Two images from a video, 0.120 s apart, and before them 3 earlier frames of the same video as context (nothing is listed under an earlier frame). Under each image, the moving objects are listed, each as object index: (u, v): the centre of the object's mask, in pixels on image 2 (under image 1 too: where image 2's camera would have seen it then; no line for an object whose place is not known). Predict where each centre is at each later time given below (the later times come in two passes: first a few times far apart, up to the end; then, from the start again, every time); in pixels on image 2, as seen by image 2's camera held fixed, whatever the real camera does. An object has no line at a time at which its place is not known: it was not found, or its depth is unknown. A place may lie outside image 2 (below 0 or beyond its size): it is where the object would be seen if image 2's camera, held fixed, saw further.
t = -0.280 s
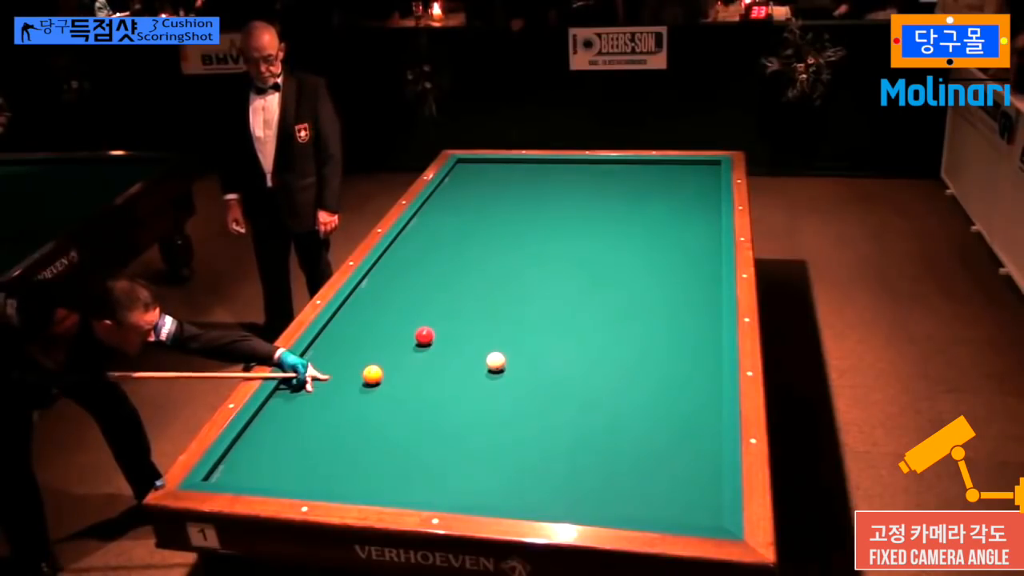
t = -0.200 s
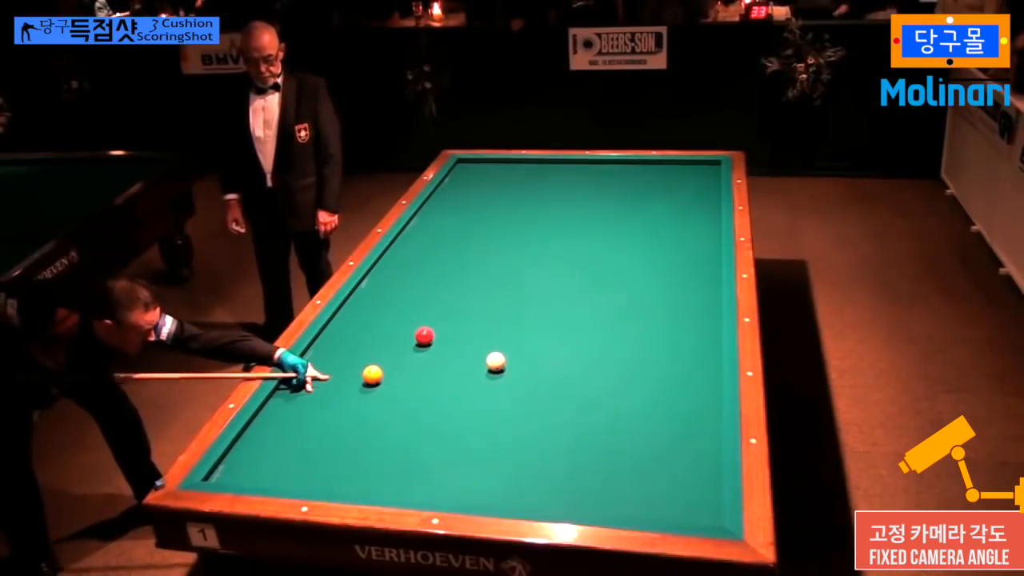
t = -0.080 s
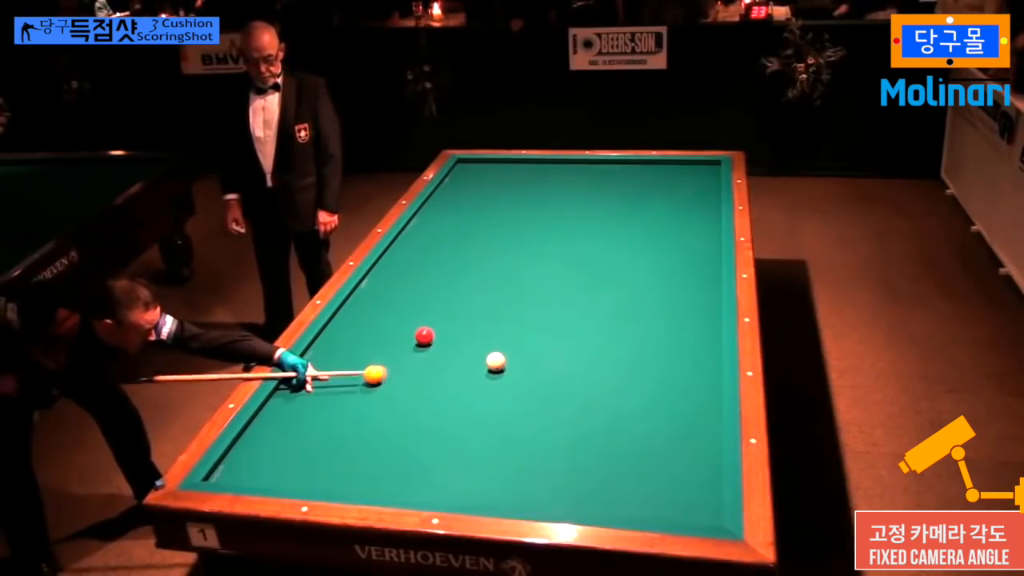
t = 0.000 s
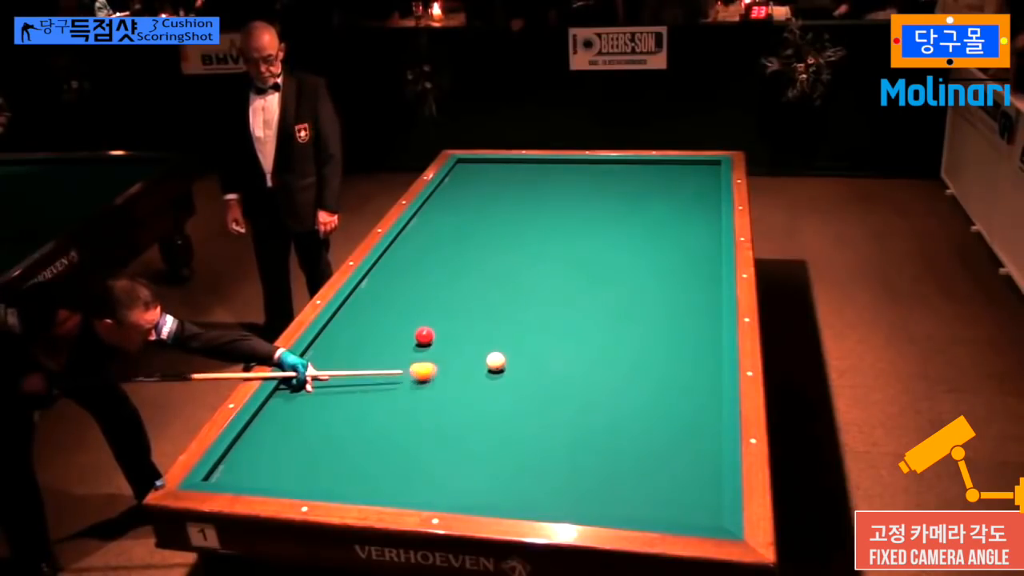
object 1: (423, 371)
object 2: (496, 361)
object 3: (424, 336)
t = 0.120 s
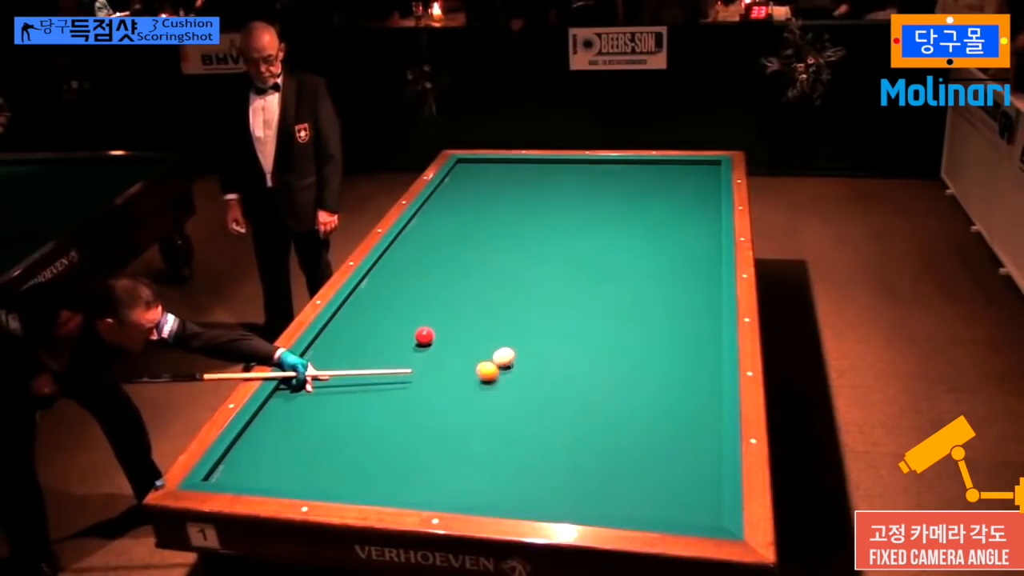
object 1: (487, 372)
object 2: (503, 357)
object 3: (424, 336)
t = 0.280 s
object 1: (536, 392)
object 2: (550, 335)
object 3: (424, 336)
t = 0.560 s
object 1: (645, 425)
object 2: (608, 308)
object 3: (424, 336)
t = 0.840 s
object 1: (670, 457)
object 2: (659, 285)
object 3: (424, 336)
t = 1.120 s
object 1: (592, 488)
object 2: (704, 264)
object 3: (424, 336)
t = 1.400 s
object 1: (522, 489)
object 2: (697, 247)
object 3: (424, 336)
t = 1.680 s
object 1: (469, 466)
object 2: (678, 233)
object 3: (424, 336)
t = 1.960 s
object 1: (421, 443)
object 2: (661, 220)
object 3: (424, 336)
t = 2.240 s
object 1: (378, 422)
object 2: (645, 208)
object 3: (424, 336)
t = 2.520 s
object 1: (339, 404)
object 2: (630, 198)
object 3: (424, 336)
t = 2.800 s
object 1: (304, 387)
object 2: (616, 188)
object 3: (424, 336)
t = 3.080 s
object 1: (309, 373)
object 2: (604, 179)
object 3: (424, 336)
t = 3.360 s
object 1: (342, 360)
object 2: (592, 171)
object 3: (424, 336)
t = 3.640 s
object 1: (374, 348)
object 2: (582, 164)
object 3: (424, 336)
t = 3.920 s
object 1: (404, 337)
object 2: (570, 164)
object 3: (425, 336)
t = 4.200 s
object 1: (417, 327)
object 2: (557, 168)
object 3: (437, 336)
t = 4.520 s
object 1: (429, 317)
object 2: (542, 172)
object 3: (452, 335)
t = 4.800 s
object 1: (439, 309)
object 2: (529, 176)
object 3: (464, 335)
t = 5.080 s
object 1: (449, 301)
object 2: (517, 179)
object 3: (476, 335)
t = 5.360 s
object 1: (457, 294)
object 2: (505, 183)
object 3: (486, 335)
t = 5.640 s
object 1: (465, 288)
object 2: (493, 187)
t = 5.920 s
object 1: (472, 282)
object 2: (483, 190)
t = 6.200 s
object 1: (479, 272)
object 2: (472, 193)
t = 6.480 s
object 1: (484, 272)
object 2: (462, 196)
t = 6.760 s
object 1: (490, 268)
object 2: (453, 199)
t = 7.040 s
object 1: (494, 264)
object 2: (444, 202)
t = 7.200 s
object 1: (496, 262)
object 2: (439, 204)
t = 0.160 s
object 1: (498, 377)
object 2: (517, 351)
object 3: (424, 336)
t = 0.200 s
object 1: (510, 382)
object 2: (529, 345)
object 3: (424, 336)
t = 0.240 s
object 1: (522, 387)
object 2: (540, 340)
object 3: (424, 336)
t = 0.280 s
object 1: (536, 392)
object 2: (550, 335)
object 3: (424, 336)
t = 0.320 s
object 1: (550, 397)
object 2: (560, 330)
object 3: (424, 336)
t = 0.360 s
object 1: (565, 401)
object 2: (569, 326)
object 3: (424, 336)
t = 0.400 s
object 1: (580, 405)
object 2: (577, 323)
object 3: (424, 336)
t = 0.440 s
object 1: (596, 410)
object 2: (585, 319)
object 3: (424, 336)
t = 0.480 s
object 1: (612, 415)
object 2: (593, 315)
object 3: (424, 336)
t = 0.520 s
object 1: (628, 420)
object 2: (600, 312)
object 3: (424, 336)
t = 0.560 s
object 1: (645, 425)
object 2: (608, 308)
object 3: (424, 336)
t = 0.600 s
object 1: (661, 429)
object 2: (616, 304)
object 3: (424, 336)
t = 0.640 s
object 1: (678, 434)
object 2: (623, 301)
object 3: (424, 336)
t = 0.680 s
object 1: (695, 440)
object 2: (630, 298)
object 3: (424, 336)
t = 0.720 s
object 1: (710, 444)
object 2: (638, 294)
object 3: (424, 336)
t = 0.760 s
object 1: (698, 449)
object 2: (645, 291)
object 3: (424, 336)
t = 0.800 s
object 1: (684, 453)
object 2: (652, 288)
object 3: (424, 336)
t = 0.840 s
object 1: (670, 457)
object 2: (659, 285)
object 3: (424, 336)
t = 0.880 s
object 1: (658, 461)
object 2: (666, 281)
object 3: (424, 336)
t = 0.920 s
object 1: (647, 466)
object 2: (672, 278)
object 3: (424, 336)
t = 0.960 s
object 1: (636, 470)
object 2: (679, 275)
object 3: (424, 336)
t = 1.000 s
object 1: (625, 474)
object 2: (685, 272)
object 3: (424, 336)
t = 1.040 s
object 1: (614, 479)
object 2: (692, 269)
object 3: (424, 336)
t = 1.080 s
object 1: (603, 483)
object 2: (698, 267)
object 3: (424, 336)
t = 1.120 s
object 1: (592, 488)
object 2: (704, 264)
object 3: (424, 336)
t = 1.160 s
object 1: (580, 492)
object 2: (710, 261)
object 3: (424, 336)
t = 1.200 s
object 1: (569, 497)
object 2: (714, 258)
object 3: (424, 336)
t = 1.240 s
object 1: (557, 500)
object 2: (710, 256)
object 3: (424, 336)
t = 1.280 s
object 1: (546, 502)
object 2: (706, 254)
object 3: (424, 336)
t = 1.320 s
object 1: (538, 498)
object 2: (703, 251)
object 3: (424, 336)
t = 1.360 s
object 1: (530, 494)
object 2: (700, 249)
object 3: (424, 336)
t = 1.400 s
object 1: (522, 489)
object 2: (697, 247)
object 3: (424, 336)
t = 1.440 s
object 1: (514, 487)
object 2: (694, 245)
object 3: (424, 336)
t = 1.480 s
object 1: (506, 483)
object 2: (691, 243)
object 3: (424, 336)
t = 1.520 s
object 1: (498, 479)
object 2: (689, 241)
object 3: (424, 336)
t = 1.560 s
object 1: (491, 476)
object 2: (686, 239)
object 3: (424, 336)
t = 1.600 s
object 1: (483, 472)
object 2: (683, 237)
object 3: (424, 336)
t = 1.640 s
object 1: (476, 468)
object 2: (681, 235)
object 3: (424, 336)
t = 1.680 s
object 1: (469, 466)
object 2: (678, 233)
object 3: (424, 336)
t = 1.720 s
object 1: (462, 462)
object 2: (676, 231)
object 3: (424, 336)
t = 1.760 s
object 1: (455, 459)
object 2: (673, 229)
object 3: (424, 336)
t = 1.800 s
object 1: (448, 455)
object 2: (670, 227)
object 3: (424, 336)
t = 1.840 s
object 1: (441, 452)
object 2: (668, 225)
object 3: (424, 336)
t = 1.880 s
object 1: (434, 449)
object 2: (665, 224)
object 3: (424, 336)
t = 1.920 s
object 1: (428, 446)
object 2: (663, 222)
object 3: (424, 336)
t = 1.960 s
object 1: (421, 443)
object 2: (661, 220)
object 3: (424, 336)
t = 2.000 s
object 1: (415, 440)
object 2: (658, 218)
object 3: (424, 336)
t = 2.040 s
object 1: (408, 437)
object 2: (656, 217)
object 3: (424, 336)
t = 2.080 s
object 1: (402, 434)
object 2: (654, 215)
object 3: (424, 336)
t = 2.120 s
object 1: (396, 431)
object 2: (651, 213)
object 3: (424, 336)
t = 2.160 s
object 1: (390, 428)
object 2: (649, 212)
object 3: (424, 336)
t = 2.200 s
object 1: (384, 425)
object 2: (647, 210)
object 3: (424, 336)
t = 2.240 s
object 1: (378, 422)
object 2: (645, 208)
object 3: (424, 336)
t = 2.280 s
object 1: (372, 420)
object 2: (643, 207)
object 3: (424, 336)
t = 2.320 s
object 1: (367, 417)
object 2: (640, 205)
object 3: (424, 336)
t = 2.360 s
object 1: (361, 414)
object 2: (638, 204)
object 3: (424, 336)
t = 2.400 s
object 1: (355, 412)
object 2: (636, 202)
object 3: (424, 336)
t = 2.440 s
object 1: (350, 409)
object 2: (634, 201)
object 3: (424, 336)
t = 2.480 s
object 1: (344, 407)
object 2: (632, 199)
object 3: (424, 336)
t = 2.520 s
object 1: (339, 404)
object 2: (630, 198)
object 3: (424, 336)
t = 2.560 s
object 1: (334, 401)
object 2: (628, 196)
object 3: (424, 336)
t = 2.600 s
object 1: (329, 399)
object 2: (626, 195)
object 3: (424, 336)
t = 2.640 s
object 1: (324, 397)
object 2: (624, 194)
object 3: (424, 336)
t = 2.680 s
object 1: (319, 394)
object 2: (622, 192)
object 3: (424, 336)
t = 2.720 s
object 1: (314, 392)
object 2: (620, 191)
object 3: (424, 336)
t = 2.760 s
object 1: (309, 390)
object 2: (618, 190)
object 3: (424, 336)
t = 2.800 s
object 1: (304, 387)
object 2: (616, 188)
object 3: (424, 336)
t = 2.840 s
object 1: (300, 385)
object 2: (615, 187)
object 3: (424, 336)
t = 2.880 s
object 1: (295, 383)
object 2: (613, 186)
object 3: (424, 336)
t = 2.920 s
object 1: (291, 380)
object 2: (611, 184)
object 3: (424, 336)
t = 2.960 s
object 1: (293, 379)
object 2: (609, 183)
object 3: (424, 336)
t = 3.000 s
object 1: (299, 376)
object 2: (607, 182)
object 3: (424, 336)
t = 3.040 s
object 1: (304, 374)
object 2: (606, 181)
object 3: (424, 336)
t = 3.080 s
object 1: (309, 373)
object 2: (604, 179)
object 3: (424, 336)
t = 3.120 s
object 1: (314, 371)
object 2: (602, 178)
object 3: (424, 336)
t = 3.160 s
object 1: (319, 369)
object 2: (601, 177)
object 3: (424, 336)
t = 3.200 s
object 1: (323, 367)
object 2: (599, 176)
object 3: (424, 336)
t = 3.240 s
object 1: (328, 365)
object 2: (597, 175)
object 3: (424, 336)
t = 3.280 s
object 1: (333, 363)
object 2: (596, 174)
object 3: (424, 336)
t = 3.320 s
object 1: (338, 361)
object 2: (594, 172)
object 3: (424, 336)
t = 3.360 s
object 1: (342, 360)
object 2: (592, 171)
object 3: (424, 336)
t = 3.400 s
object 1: (347, 358)
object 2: (591, 170)
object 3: (424, 336)
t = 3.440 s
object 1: (352, 356)
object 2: (589, 169)
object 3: (424, 336)
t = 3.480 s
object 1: (356, 355)
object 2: (588, 168)
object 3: (424, 336)
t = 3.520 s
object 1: (361, 353)
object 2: (587, 167)
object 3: (424, 336)
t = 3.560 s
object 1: (365, 351)
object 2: (585, 166)
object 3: (424, 336)
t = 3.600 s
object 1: (370, 350)
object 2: (584, 165)
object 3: (424, 336)
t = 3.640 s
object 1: (374, 348)
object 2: (582, 164)
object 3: (424, 336)
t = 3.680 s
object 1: (378, 346)
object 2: (581, 163)
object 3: (424, 336)
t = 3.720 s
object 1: (382, 345)
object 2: (579, 162)
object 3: (424, 336)
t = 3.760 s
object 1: (387, 343)
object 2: (578, 161)
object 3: (424, 336)
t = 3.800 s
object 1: (391, 342)
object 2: (576, 162)
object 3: (424, 336)
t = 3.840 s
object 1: (395, 340)
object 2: (574, 162)
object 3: (424, 336)
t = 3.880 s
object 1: (399, 339)
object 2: (572, 163)
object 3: (424, 336)
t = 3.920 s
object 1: (404, 337)
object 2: (570, 164)
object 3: (425, 336)
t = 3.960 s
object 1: (407, 335)
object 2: (568, 164)
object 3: (425, 336)
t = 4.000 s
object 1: (408, 334)
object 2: (566, 165)
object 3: (427, 336)
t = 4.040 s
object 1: (410, 333)
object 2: (564, 166)
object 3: (429, 336)
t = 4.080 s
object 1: (412, 331)
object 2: (562, 166)
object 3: (431, 336)
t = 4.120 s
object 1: (413, 330)
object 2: (560, 167)
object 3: (433, 336)
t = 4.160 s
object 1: (415, 328)
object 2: (559, 167)
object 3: (435, 336)
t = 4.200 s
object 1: (417, 327)
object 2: (557, 168)
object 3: (437, 336)
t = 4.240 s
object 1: (419, 326)
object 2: (555, 168)
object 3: (439, 336)
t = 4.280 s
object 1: (420, 324)
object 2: (553, 169)
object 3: (441, 336)
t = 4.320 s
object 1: (422, 323)
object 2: (551, 169)
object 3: (443, 335)
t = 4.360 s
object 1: (424, 322)
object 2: (549, 170)
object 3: (445, 335)
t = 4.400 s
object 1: (425, 320)
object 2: (547, 170)
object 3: (447, 336)
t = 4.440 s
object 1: (426, 319)
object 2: (546, 171)
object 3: (449, 336)
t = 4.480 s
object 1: (428, 318)
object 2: (544, 172)
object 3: (451, 335)
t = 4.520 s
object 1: (429, 317)
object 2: (542, 172)
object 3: (452, 335)
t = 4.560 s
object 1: (431, 316)
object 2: (540, 173)
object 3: (454, 335)
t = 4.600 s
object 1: (433, 314)
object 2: (538, 173)
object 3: (456, 335)
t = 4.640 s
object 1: (434, 313)
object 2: (536, 174)
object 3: (458, 335)
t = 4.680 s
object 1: (435, 312)
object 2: (534, 174)
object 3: (459, 335)
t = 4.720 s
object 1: (437, 311)
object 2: (533, 175)
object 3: (461, 335)
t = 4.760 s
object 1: (438, 310)
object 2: (531, 175)
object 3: (463, 335)
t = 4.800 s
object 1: (439, 309)
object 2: (529, 176)
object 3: (464, 335)
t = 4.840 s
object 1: (441, 307)
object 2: (527, 176)
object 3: (466, 335)
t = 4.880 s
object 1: (442, 306)
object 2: (526, 177)
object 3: (468, 335)
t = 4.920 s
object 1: (444, 305)
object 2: (524, 177)
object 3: (470, 335)
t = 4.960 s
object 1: (445, 304)
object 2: (522, 178)
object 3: (471, 335)
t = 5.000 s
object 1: (446, 303)
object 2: (520, 178)
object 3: (473, 335)
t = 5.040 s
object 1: (447, 302)
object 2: (519, 179)
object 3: (474, 335)
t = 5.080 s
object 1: (449, 301)
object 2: (517, 179)
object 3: (476, 335)
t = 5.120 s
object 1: (450, 300)
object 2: (515, 180)
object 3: (477, 335)
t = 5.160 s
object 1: (451, 299)
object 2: (514, 181)
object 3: (479, 335)
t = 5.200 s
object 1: (452, 298)
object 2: (512, 181)
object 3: (480, 335)
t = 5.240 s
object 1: (453, 297)
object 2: (510, 182)
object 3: (482, 335)
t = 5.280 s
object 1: (455, 296)
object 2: (509, 182)
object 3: (483, 335)
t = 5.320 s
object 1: (456, 295)
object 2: (507, 183)
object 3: (485, 335)
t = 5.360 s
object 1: (457, 294)
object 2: (505, 183)
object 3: (486, 335)
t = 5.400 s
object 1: (458, 293)
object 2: (504, 184)
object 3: (487, 335)
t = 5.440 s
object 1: (459, 292)
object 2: (502, 184)
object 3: (489, 335)
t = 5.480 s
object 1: (460, 291)
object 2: (500, 185)
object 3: (490, 335)
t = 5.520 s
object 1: (461, 290)
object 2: (498, 185)
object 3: (491, 335)
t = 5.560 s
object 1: (463, 290)
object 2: (497, 186)
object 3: (492, 335)
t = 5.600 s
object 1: (464, 289)
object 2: (495, 186)
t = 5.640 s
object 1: (465, 288)
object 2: (493, 187)
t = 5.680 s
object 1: (466, 287)
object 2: (492, 187)
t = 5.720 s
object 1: (467, 286)
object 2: (490, 188)
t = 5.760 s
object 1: (468, 285)
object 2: (489, 188)
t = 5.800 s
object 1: (469, 284)
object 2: (487, 189)
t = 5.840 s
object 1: (470, 284)
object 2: (486, 189)
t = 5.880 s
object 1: (471, 283)
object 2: (484, 190)
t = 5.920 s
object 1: (472, 282)
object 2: (483, 190)
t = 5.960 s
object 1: (473, 281)
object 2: (481, 190)
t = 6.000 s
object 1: (474, 280)
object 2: (480, 191)
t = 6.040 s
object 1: (475, 280)
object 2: (478, 191)
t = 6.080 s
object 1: (476, 279)
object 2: (477, 192)
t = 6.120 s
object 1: (477, 278)
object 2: (475, 192)
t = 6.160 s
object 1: (479, 276)
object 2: (474, 193)
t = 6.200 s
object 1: (479, 272)
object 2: (472, 193)
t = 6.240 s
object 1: (479, 271)
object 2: (471, 194)
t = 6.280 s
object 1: (480, 274)
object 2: (469, 194)
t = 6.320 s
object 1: (481, 275)
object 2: (468, 195)
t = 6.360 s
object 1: (482, 274)
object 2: (466, 195)
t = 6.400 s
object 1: (483, 273)
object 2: (465, 196)
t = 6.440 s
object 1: (484, 273)
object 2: (464, 196)
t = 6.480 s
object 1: (484, 272)
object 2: (462, 196)
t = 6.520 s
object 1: (485, 271)
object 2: (461, 197)
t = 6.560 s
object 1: (486, 271)
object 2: (459, 197)
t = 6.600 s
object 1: (486, 270)
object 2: (458, 198)
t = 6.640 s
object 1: (487, 269)
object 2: (457, 198)
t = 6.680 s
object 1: (488, 269)
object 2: (455, 199)
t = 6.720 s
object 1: (489, 268)
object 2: (454, 199)
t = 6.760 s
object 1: (490, 268)
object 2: (453, 199)
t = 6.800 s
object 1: (490, 267)
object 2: (451, 200)
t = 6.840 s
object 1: (491, 266)
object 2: (450, 200)
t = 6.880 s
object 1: (492, 266)
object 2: (449, 200)
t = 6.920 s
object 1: (492, 265)
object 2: (448, 201)
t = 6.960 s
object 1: (493, 264)
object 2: (446, 201)
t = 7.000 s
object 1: (493, 264)
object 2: (445, 202)
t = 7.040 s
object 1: (494, 264)
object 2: (444, 202)
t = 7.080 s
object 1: (494, 263)
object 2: (443, 203)
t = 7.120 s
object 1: (495, 263)
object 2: (442, 203)
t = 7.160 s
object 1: (496, 262)
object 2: (440, 203)
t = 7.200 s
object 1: (496, 262)
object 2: (439, 204)
